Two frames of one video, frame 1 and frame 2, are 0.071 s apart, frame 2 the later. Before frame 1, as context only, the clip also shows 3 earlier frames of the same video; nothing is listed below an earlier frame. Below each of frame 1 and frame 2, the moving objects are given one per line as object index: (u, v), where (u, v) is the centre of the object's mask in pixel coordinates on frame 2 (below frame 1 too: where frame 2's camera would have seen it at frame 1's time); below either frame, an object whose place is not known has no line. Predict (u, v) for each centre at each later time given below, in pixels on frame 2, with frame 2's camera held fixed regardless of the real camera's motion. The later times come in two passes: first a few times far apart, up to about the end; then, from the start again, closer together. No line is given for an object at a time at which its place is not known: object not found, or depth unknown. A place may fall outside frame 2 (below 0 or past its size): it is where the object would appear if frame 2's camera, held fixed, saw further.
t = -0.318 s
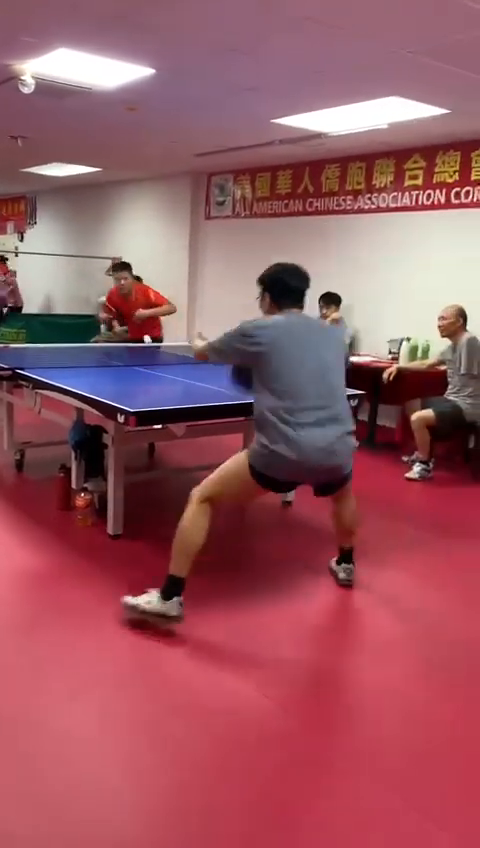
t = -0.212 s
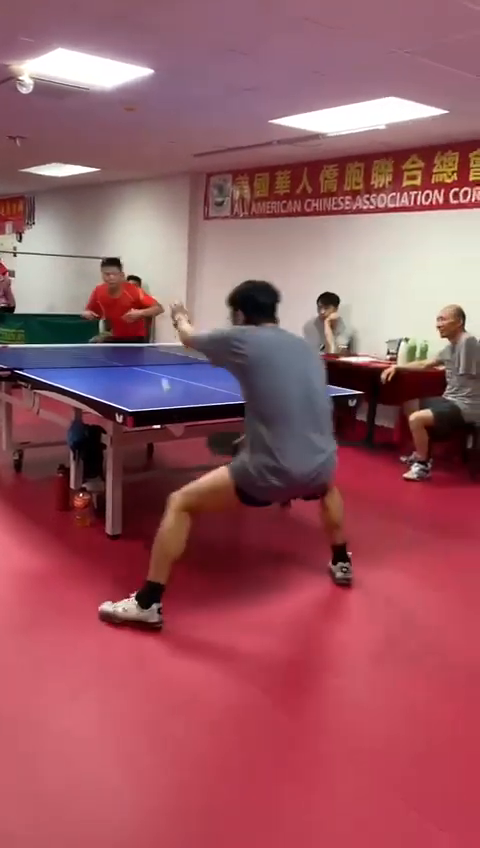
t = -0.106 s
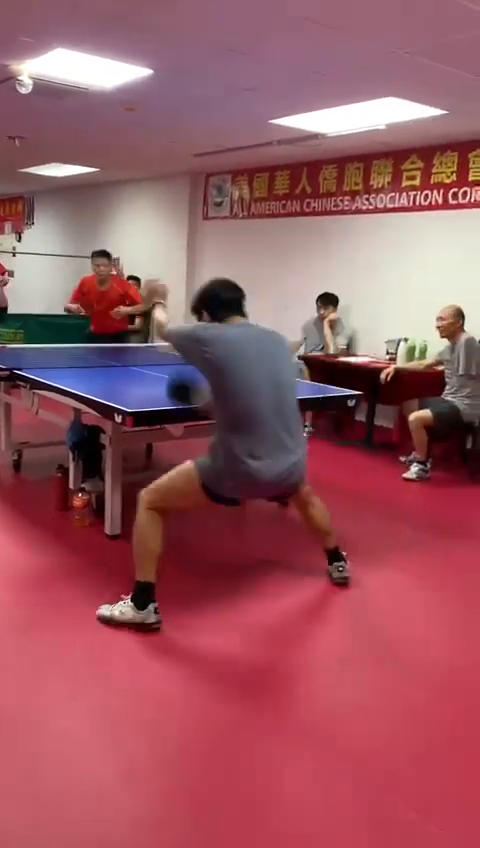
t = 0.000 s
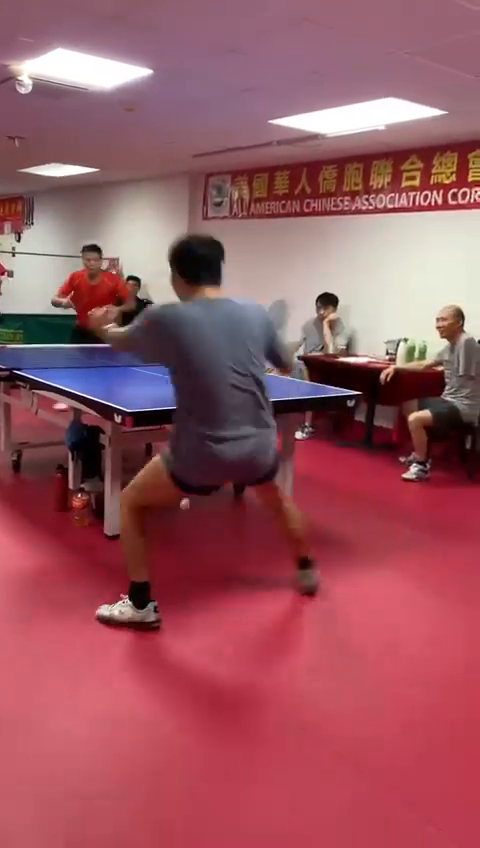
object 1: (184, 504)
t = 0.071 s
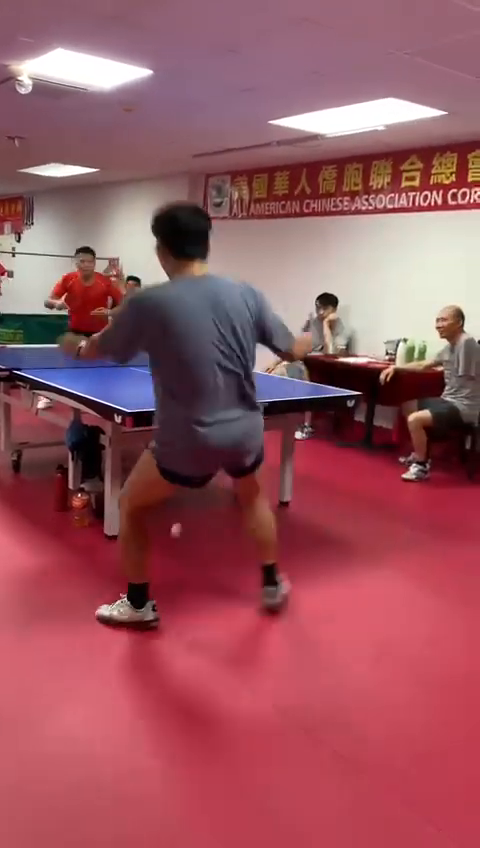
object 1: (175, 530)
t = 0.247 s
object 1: (153, 608)
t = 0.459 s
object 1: (144, 604)
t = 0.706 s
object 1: (135, 596)
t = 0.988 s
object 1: (127, 587)
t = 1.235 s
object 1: (123, 580)
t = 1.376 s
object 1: (120, 576)
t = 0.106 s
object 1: (171, 546)
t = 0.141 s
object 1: (166, 565)
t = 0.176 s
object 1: (161, 586)
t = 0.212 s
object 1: (155, 610)
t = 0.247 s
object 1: (153, 608)
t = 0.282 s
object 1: (151, 604)
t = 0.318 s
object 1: (150, 602)
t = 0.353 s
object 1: (148, 603)
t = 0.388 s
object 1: (147, 606)
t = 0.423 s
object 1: (145, 605)
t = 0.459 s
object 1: (144, 604)
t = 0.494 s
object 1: (142, 603)
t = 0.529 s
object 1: (140, 602)
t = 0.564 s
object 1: (137, 602)
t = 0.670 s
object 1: (136, 597)
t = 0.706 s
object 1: (135, 596)
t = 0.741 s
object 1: (134, 595)
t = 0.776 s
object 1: (132, 593)
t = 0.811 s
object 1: (131, 592)
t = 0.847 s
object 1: (130, 591)
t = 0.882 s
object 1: (129, 590)
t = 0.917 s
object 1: (128, 589)
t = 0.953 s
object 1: (128, 588)
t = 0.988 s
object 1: (127, 587)
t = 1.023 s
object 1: (126, 586)
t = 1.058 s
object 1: (126, 585)
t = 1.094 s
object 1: (125, 584)
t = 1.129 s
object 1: (125, 583)
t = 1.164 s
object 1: (124, 582)
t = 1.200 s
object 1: (123, 581)
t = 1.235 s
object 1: (123, 580)
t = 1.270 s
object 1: (122, 579)
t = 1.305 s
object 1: (121, 578)
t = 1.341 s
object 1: (121, 576)
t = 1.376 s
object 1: (120, 576)
